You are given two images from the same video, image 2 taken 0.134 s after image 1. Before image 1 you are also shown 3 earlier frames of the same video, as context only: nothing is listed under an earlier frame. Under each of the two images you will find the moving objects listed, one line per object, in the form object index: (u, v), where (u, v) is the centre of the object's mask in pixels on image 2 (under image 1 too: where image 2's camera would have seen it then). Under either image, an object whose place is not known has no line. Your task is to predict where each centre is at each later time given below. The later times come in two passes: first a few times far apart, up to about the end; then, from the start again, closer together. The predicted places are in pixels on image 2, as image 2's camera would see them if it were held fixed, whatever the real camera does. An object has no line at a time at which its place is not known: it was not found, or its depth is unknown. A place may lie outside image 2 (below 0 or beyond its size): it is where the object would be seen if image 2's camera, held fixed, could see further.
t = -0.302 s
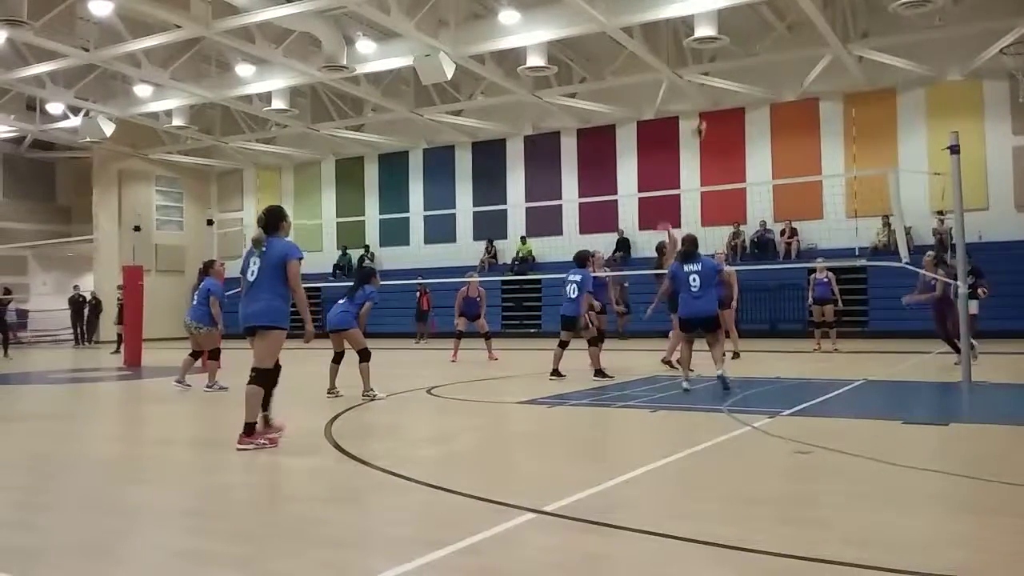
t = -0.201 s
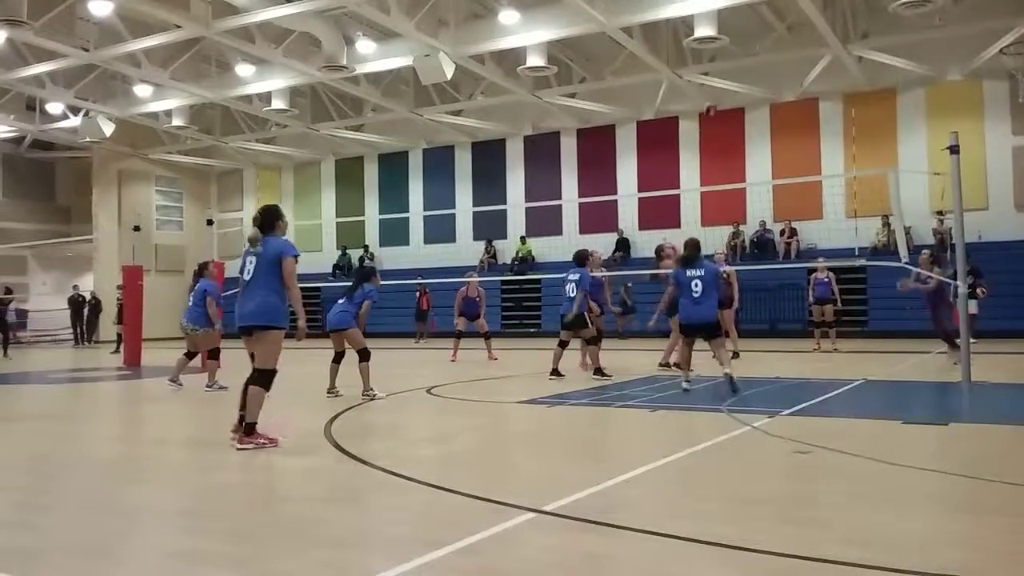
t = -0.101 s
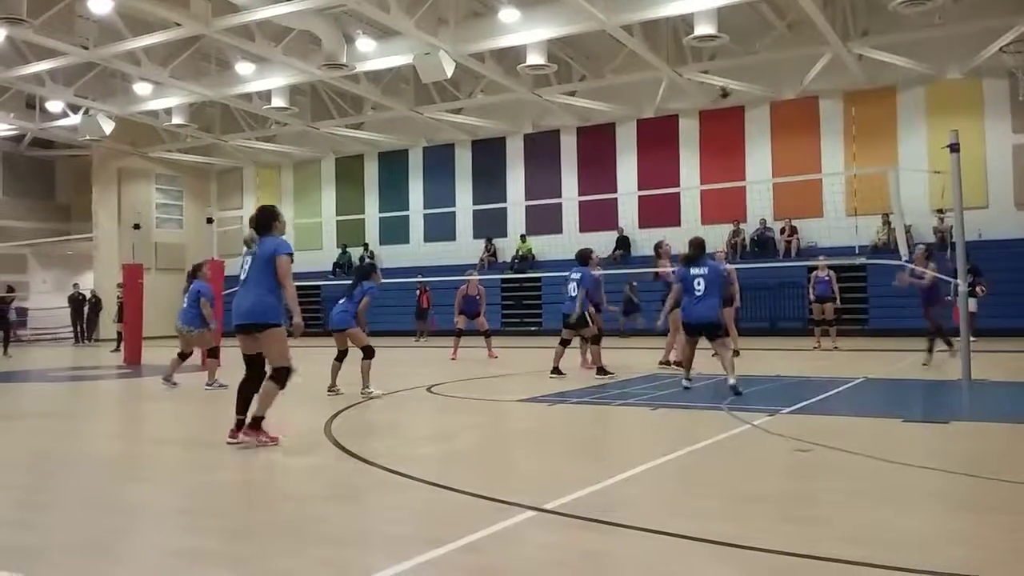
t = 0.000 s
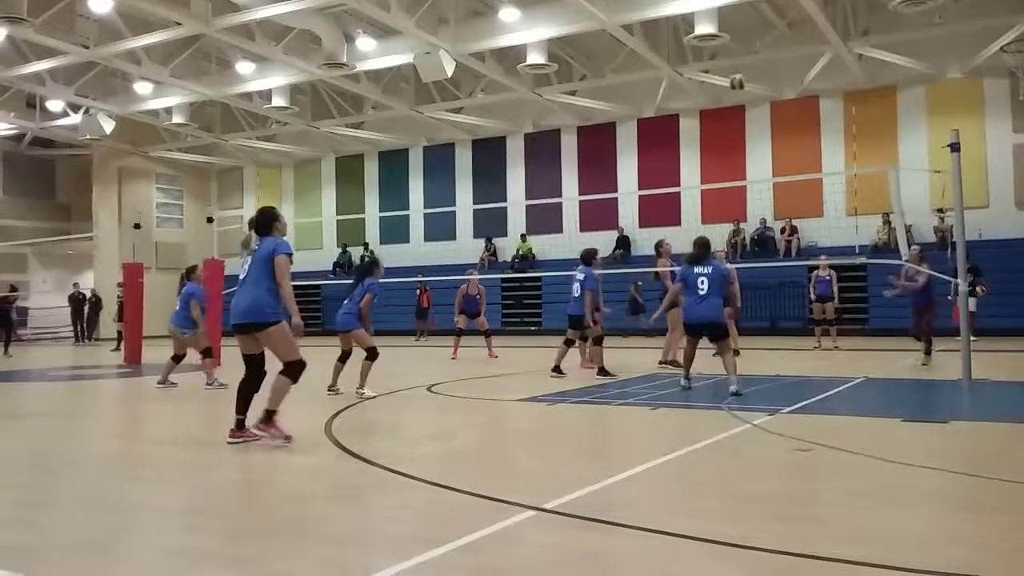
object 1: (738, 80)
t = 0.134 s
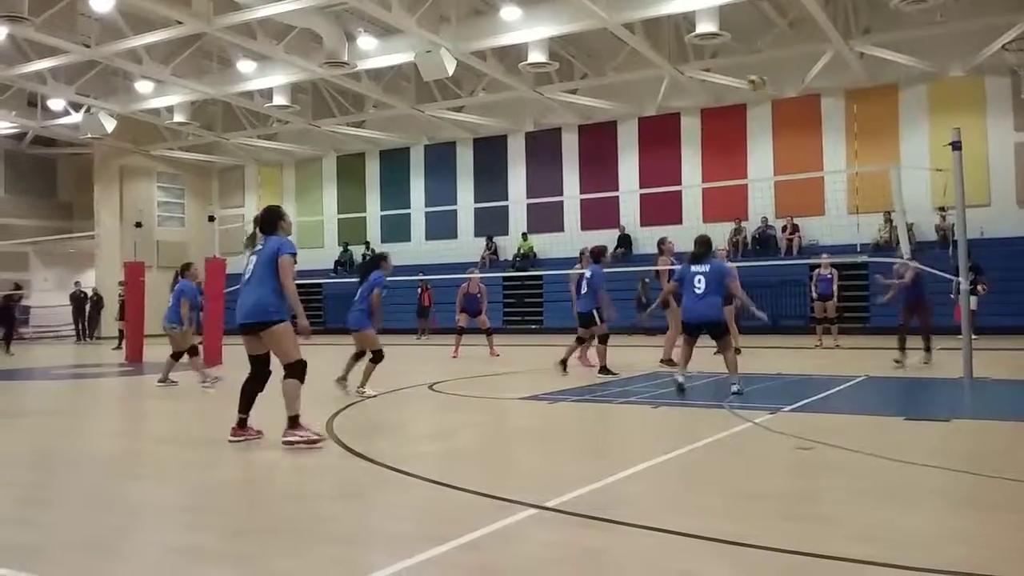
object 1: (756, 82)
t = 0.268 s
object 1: (772, 97)
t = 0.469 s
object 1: (805, 144)
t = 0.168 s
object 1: (760, 83)
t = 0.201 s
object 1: (765, 87)
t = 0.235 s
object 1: (772, 87)
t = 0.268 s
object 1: (772, 97)
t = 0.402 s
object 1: (793, 124)
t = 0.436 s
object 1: (798, 133)
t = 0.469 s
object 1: (805, 144)
